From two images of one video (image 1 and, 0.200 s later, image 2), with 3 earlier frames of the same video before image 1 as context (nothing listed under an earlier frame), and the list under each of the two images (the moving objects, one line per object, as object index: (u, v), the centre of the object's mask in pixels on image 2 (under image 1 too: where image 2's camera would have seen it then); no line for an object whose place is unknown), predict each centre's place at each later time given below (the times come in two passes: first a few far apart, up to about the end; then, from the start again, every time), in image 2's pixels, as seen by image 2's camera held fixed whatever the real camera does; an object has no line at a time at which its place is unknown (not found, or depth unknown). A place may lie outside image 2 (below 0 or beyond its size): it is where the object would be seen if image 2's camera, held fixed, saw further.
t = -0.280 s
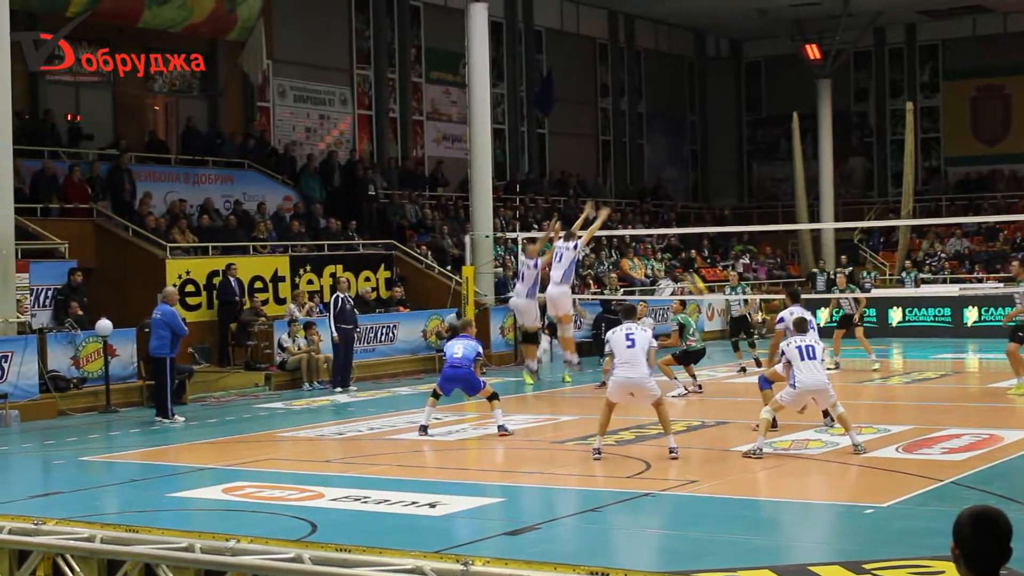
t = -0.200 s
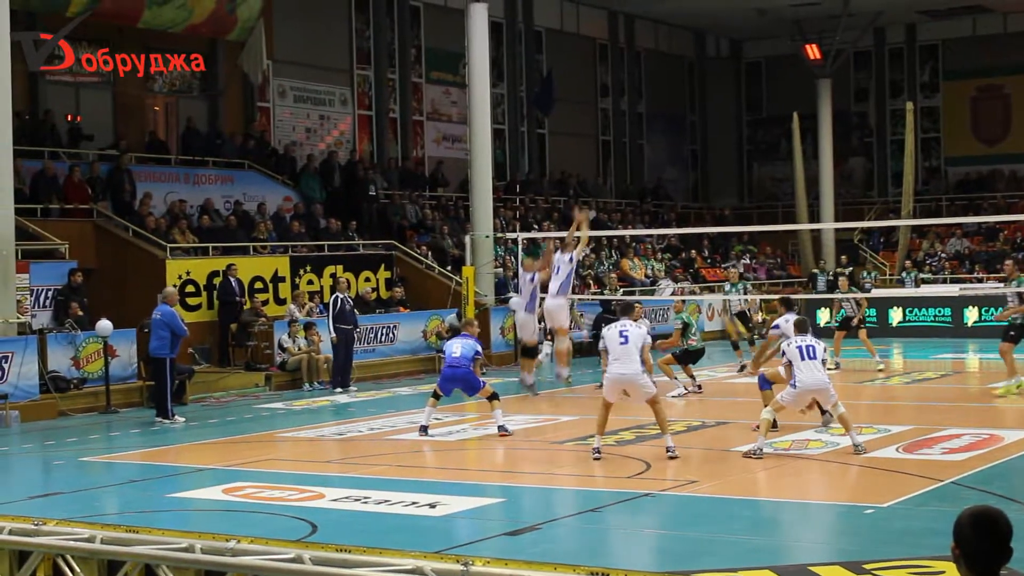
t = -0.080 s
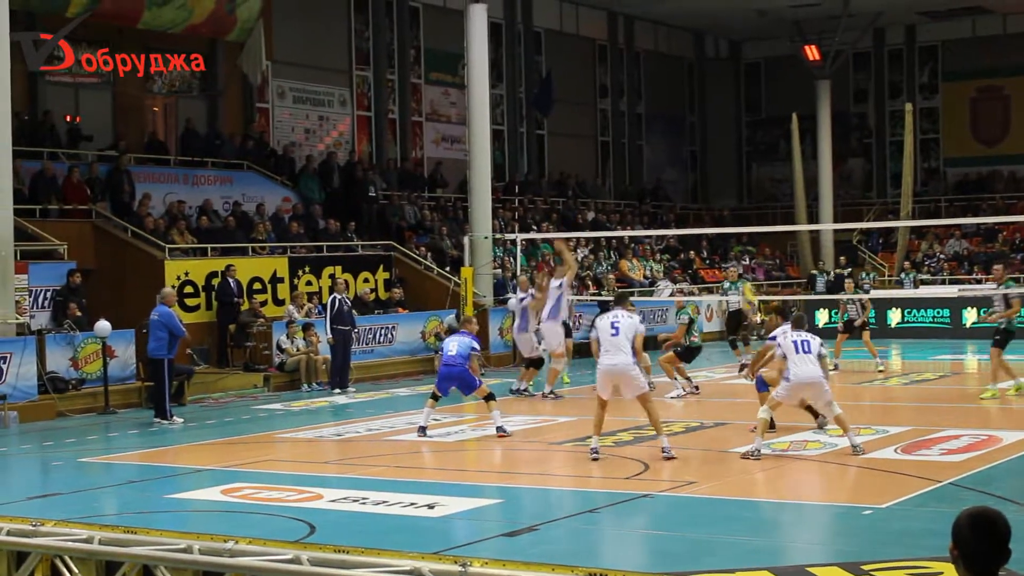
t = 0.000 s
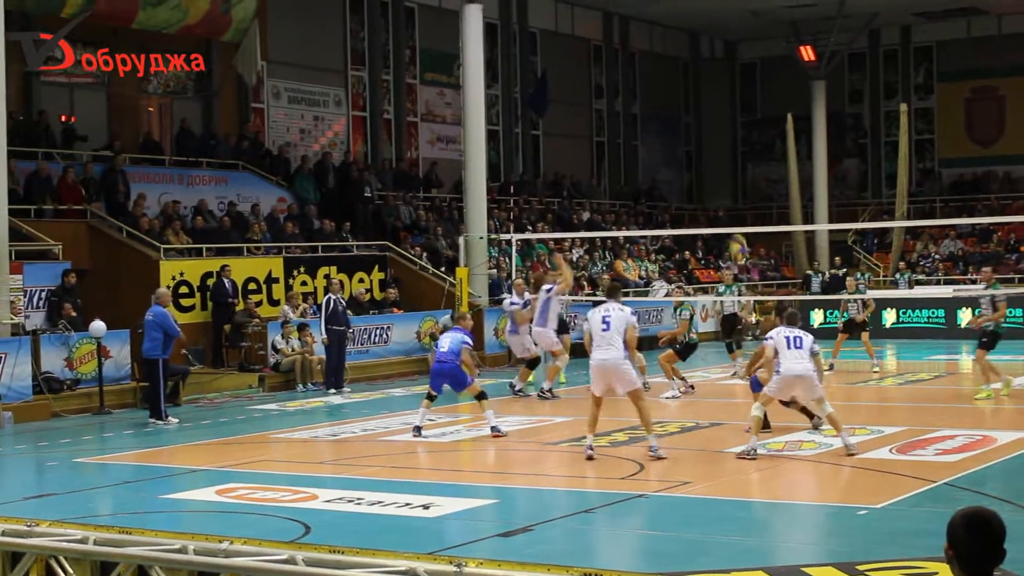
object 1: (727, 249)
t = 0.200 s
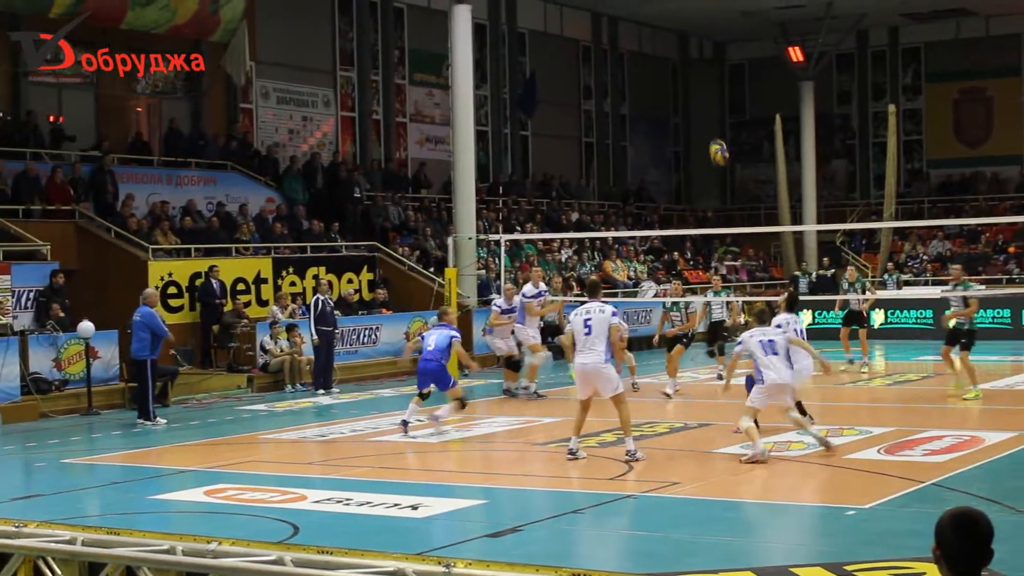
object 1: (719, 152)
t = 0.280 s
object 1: (715, 123)
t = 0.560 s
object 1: (706, 61)
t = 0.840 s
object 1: (699, 61)
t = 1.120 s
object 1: (693, 122)
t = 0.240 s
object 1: (717, 136)
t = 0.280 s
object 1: (715, 123)
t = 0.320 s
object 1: (714, 110)
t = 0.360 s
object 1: (713, 99)
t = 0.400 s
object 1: (711, 88)
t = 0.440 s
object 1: (710, 79)
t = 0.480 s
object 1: (709, 72)
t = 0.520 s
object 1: (707, 66)
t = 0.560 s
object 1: (706, 61)
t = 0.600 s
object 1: (705, 57)
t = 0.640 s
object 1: (704, 55)
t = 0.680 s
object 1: (703, 54)
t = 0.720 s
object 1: (702, 53)
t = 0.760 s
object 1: (701, 55)
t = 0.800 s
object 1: (700, 57)
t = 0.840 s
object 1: (699, 61)
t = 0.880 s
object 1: (698, 66)
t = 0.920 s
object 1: (697, 72)
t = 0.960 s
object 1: (696, 80)
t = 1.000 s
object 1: (695, 89)
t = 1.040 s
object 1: (694, 99)
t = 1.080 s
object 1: (694, 110)
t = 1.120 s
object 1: (693, 122)
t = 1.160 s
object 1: (692, 136)
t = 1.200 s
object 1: (691, 151)
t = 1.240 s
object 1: (690, 167)
